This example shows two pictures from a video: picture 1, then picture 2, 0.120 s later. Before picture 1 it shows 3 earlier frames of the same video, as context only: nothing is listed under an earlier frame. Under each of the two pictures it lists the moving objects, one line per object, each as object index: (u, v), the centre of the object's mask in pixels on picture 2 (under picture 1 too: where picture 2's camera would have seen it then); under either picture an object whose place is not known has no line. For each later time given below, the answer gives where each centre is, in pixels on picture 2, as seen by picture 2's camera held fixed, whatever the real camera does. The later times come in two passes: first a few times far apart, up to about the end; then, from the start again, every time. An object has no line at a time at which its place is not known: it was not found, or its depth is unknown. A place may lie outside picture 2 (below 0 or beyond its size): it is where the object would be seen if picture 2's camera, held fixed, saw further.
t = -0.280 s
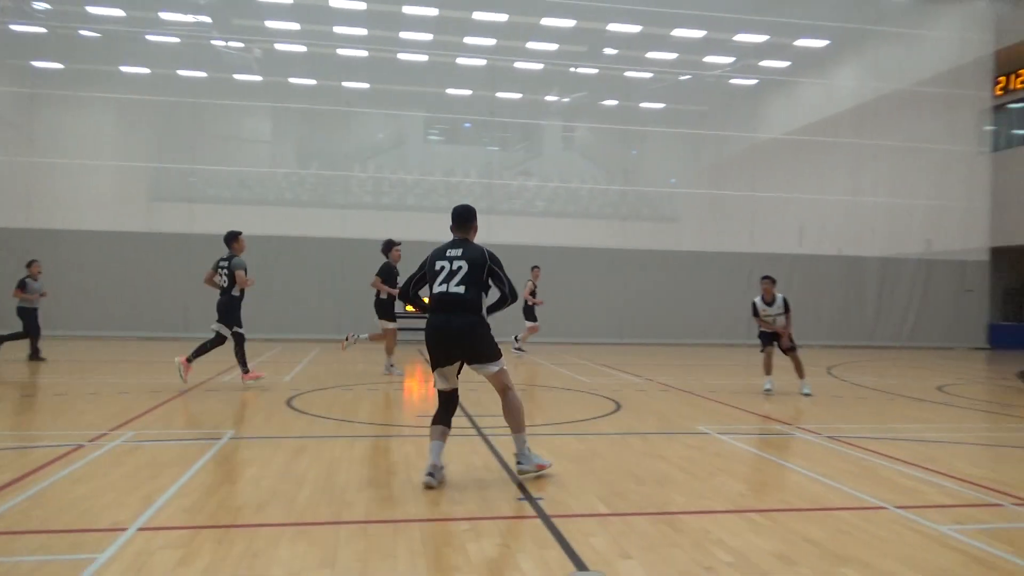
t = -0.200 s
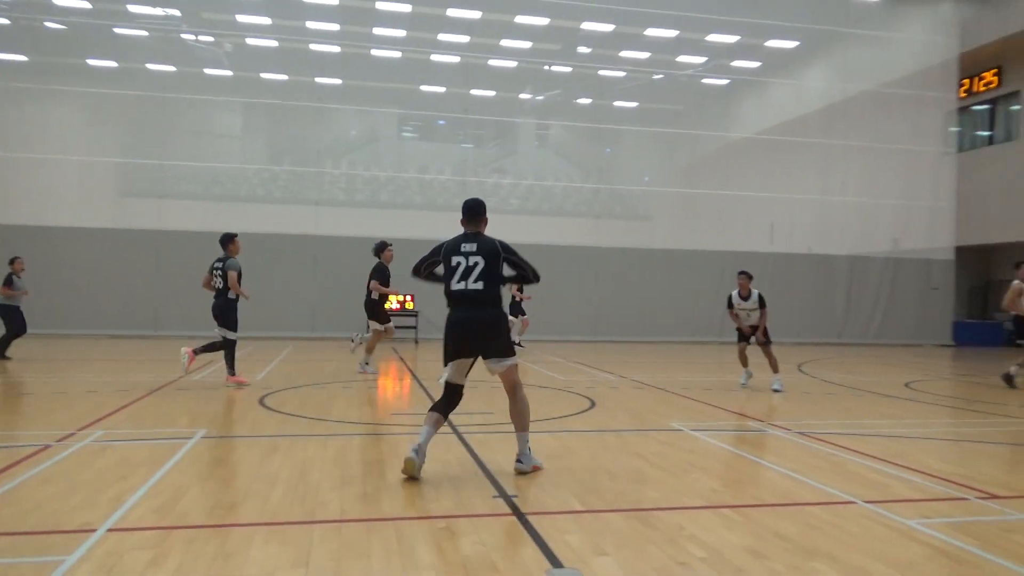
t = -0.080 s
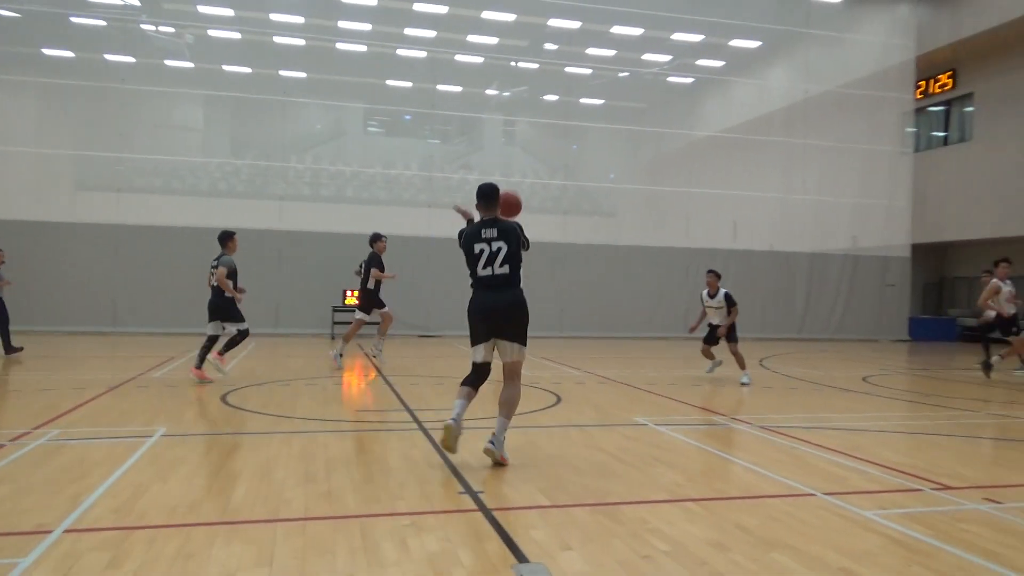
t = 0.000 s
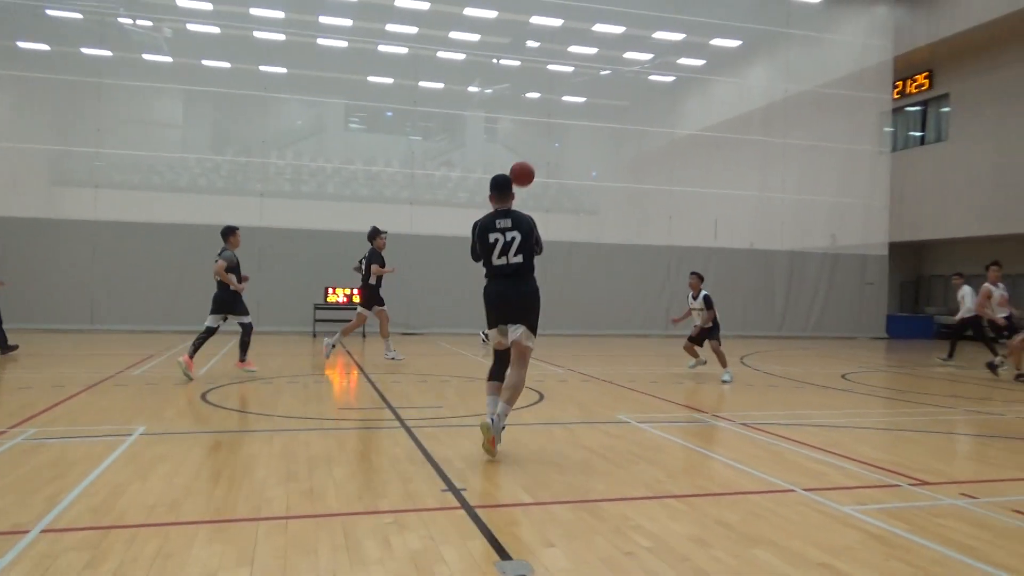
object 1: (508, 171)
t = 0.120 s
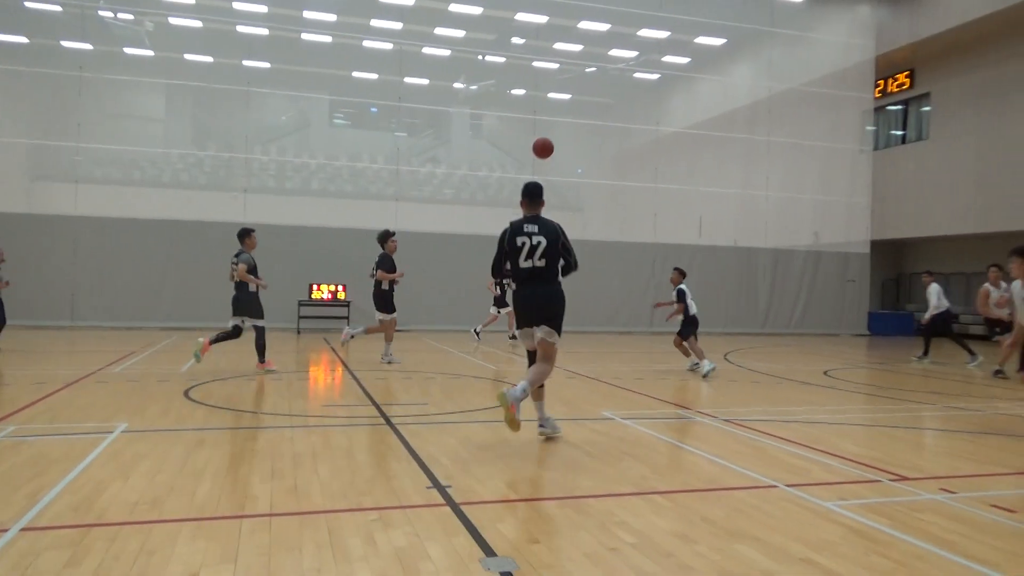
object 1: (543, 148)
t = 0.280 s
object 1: (576, 140)
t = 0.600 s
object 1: (611, 166)
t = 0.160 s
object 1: (552, 144)
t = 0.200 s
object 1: (561, 142)
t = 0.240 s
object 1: (569, 140)
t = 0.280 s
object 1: (576, 140)
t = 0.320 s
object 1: (582, 141)
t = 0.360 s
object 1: (588, 142)
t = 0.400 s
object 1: (592, 145)
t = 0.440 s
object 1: (597, 148)
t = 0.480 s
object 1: (601, 151)
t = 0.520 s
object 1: (604, 156)
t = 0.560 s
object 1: (608, 161)
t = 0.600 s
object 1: (611, 166)
